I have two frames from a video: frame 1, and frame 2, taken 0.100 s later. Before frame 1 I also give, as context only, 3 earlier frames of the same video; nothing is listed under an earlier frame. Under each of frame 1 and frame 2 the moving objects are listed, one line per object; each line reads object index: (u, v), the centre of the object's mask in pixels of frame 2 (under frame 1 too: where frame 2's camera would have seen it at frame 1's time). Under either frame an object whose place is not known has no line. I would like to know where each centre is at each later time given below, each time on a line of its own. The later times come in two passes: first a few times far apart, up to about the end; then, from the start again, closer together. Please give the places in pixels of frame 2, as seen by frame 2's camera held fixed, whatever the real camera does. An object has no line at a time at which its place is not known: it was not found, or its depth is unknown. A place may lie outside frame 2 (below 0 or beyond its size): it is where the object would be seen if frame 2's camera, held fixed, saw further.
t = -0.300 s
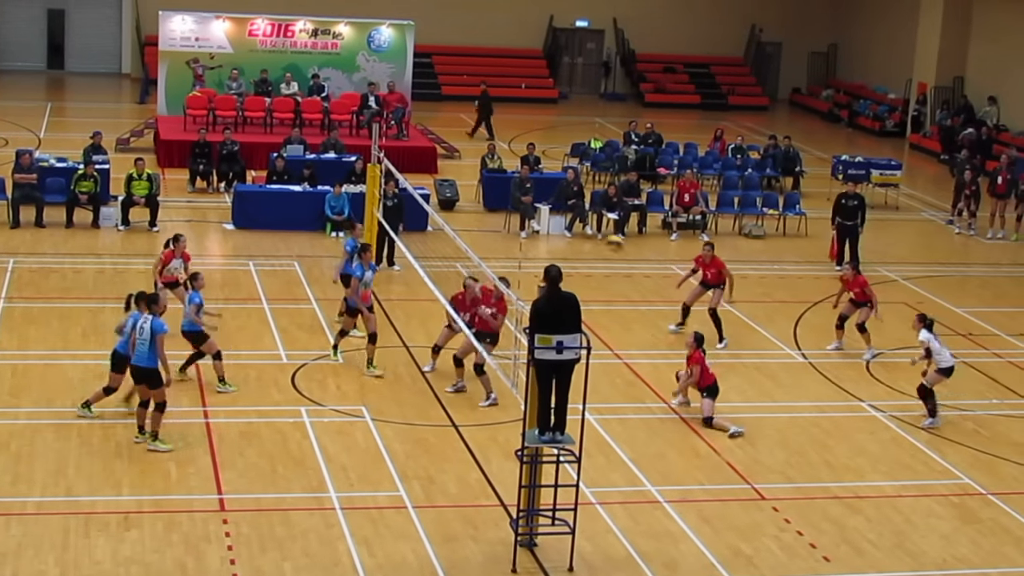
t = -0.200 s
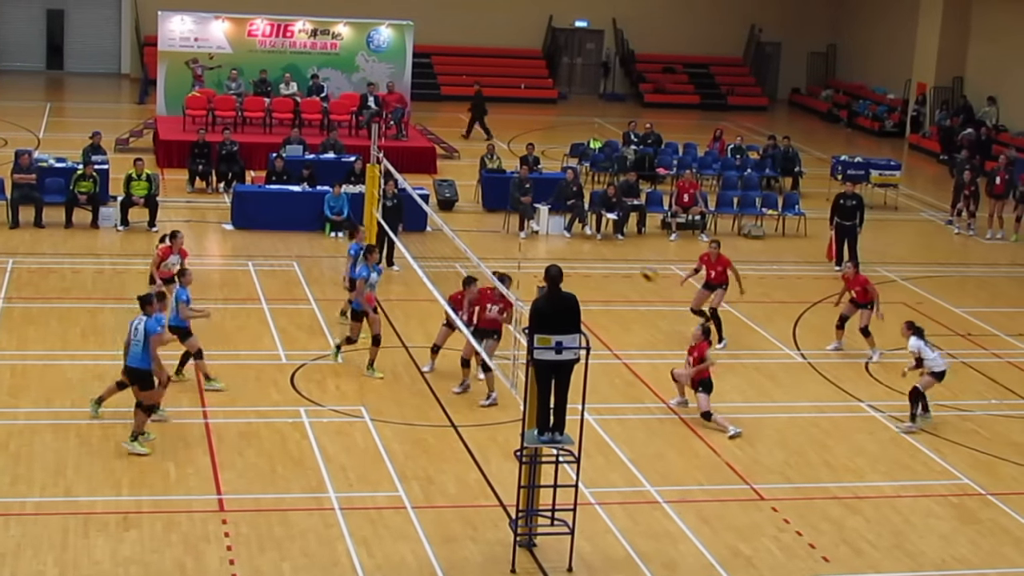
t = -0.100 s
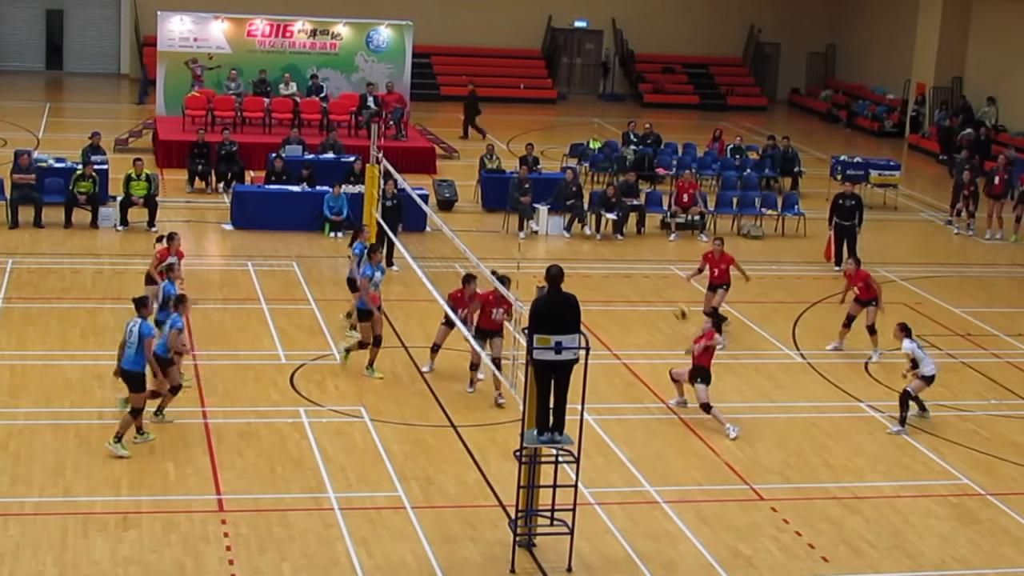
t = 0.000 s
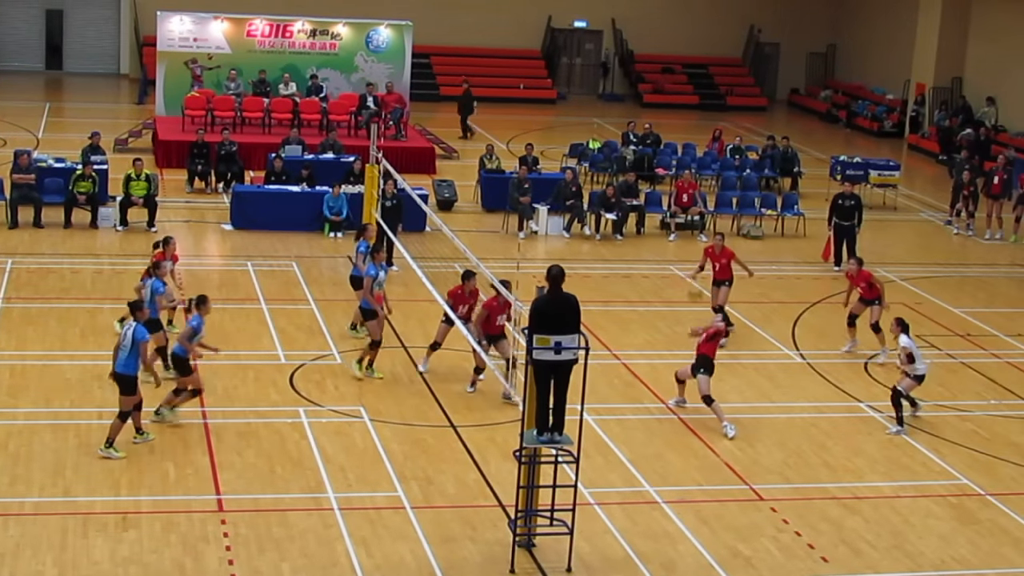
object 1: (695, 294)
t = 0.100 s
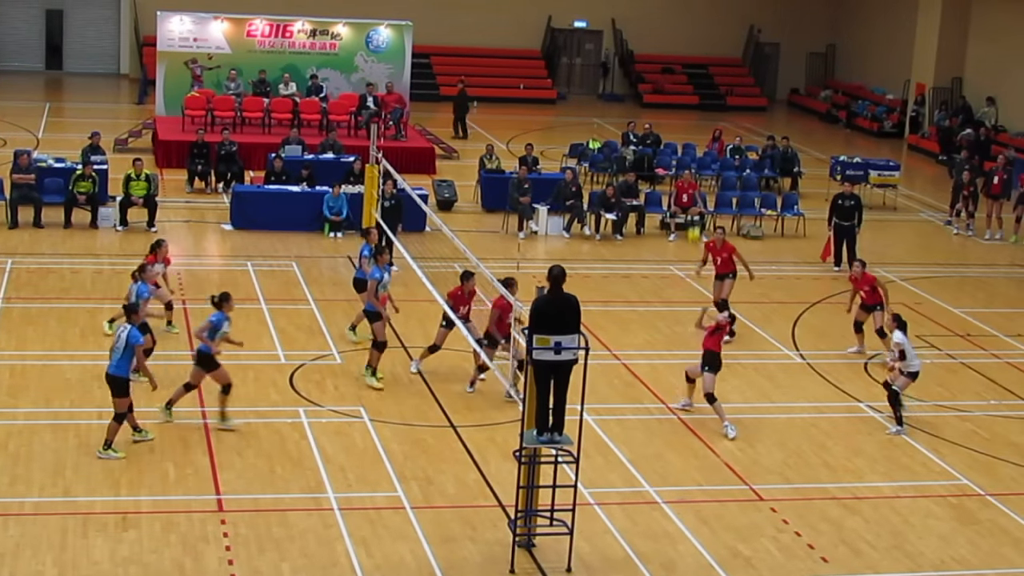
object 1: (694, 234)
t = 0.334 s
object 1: (692, 133)
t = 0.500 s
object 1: (688, 89)
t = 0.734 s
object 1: (679, 62)
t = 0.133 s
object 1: (695, 219)
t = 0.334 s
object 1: (692, 133)
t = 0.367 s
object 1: (691, 124)
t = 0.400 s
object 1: (690, 115)
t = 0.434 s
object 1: (689, 105)
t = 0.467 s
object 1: (689, 97)
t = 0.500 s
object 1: (688, 89)
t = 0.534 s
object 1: (687, 83)
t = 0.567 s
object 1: (686, 77)
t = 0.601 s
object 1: (685, 72)
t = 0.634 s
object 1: (683, 69)
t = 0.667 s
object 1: (682, 65)
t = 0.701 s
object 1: (681, 63)
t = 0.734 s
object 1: (679, 62)
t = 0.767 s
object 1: (678, 61)
